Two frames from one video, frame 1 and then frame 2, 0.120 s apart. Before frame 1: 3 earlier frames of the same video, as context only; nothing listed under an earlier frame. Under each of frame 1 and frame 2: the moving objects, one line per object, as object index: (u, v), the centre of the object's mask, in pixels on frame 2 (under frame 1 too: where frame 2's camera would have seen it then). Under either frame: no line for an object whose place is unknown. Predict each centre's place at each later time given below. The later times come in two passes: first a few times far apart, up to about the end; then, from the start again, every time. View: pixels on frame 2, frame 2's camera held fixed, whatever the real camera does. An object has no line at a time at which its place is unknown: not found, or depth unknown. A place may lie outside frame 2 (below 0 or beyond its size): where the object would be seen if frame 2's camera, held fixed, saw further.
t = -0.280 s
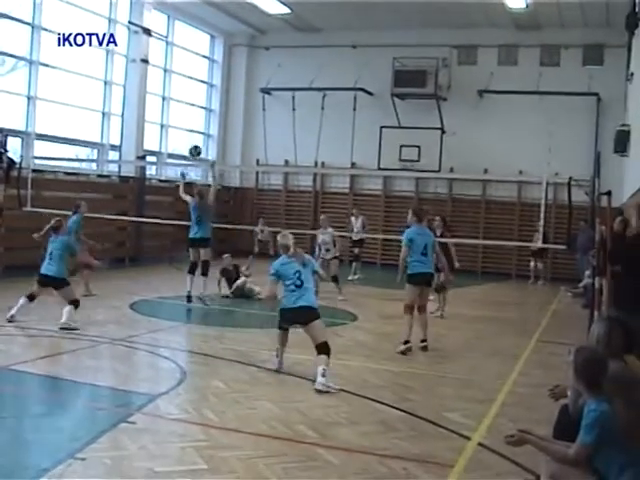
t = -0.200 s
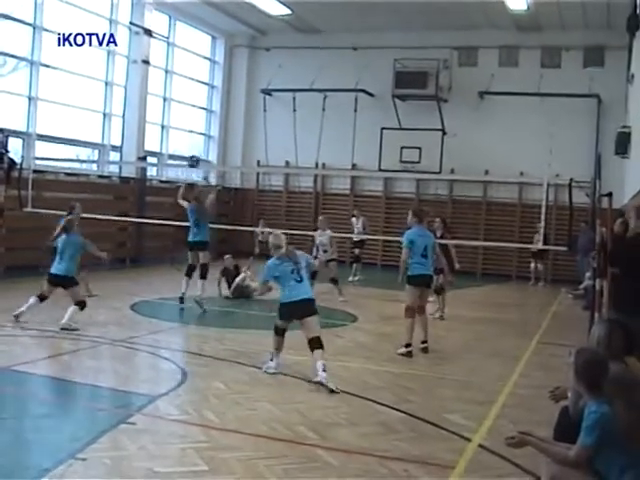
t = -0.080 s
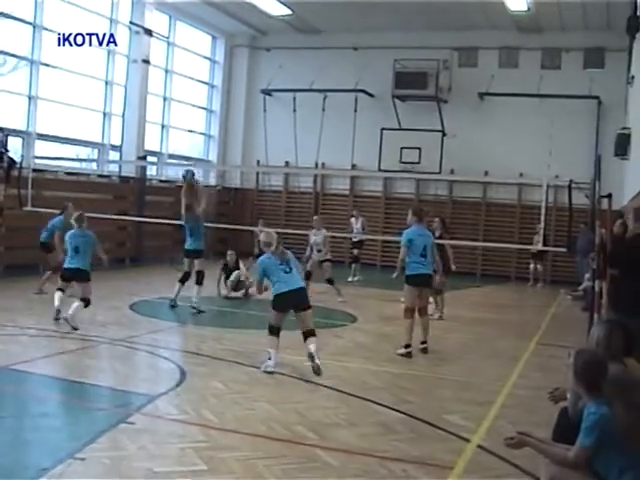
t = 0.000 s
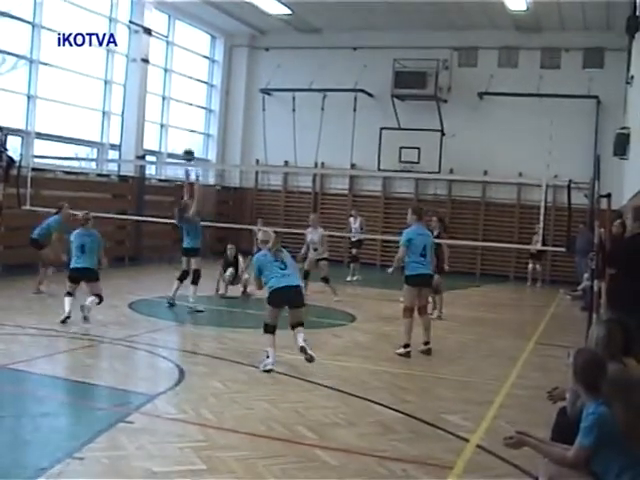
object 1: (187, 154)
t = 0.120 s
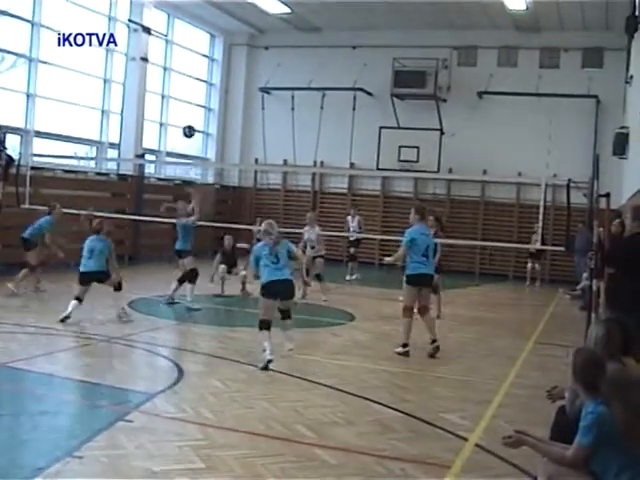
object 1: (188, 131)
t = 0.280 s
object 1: (190, 116)
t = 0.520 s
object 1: (190, 123)
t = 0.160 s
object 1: (189, 126)
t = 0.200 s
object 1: (190, 121)
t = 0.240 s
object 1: (190, 118)
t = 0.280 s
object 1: (190, 116)
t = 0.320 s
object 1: (190, 115)
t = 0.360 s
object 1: (190, 115)
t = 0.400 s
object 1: (190, 115)
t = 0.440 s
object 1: (190, 116)
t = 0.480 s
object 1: (190, 119)
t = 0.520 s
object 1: (190, 123)
